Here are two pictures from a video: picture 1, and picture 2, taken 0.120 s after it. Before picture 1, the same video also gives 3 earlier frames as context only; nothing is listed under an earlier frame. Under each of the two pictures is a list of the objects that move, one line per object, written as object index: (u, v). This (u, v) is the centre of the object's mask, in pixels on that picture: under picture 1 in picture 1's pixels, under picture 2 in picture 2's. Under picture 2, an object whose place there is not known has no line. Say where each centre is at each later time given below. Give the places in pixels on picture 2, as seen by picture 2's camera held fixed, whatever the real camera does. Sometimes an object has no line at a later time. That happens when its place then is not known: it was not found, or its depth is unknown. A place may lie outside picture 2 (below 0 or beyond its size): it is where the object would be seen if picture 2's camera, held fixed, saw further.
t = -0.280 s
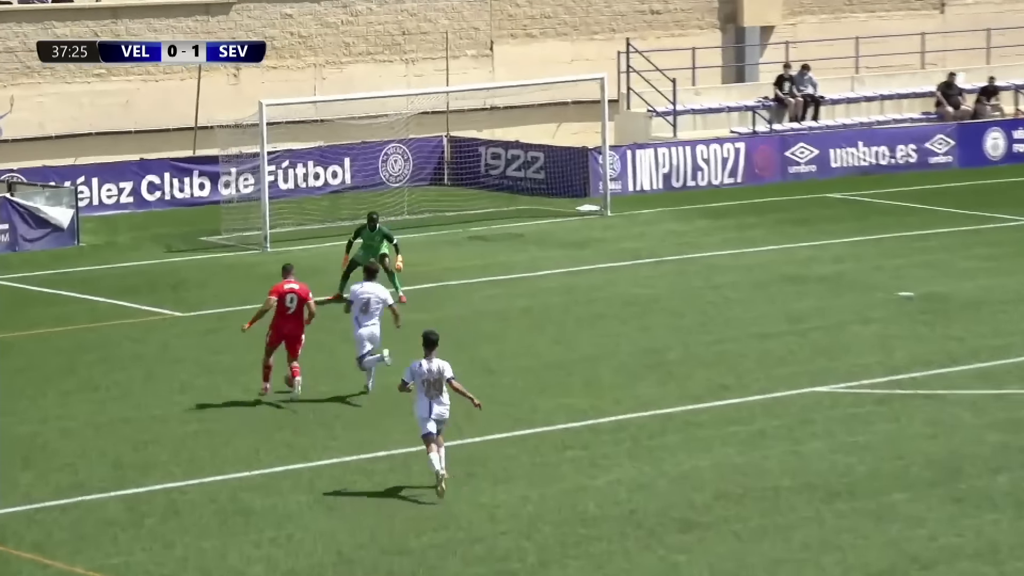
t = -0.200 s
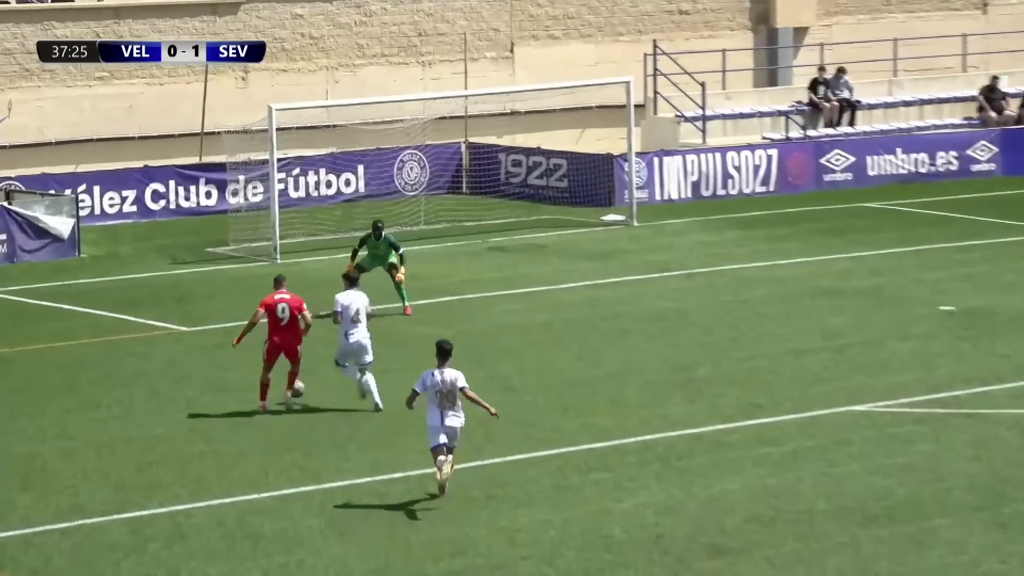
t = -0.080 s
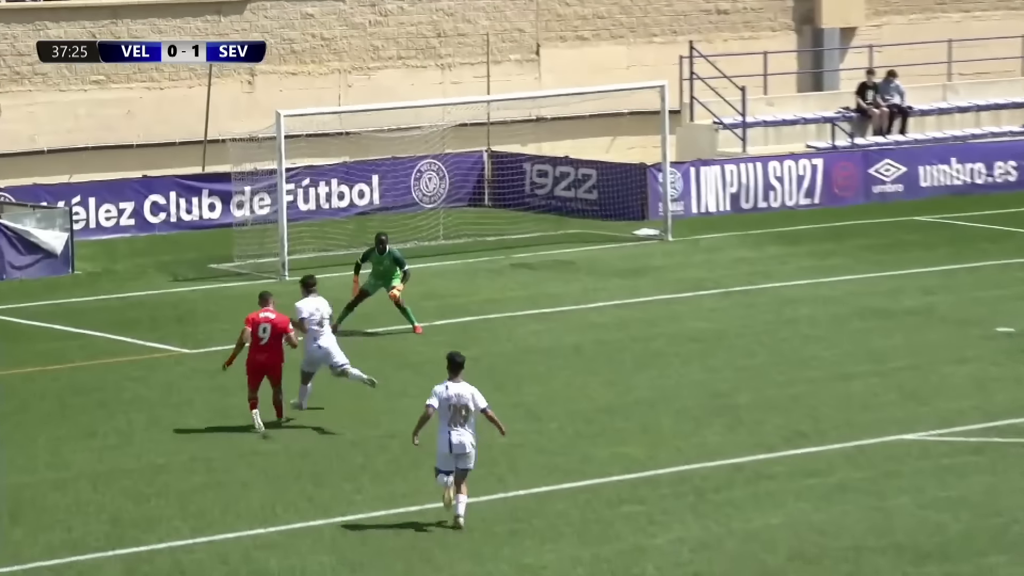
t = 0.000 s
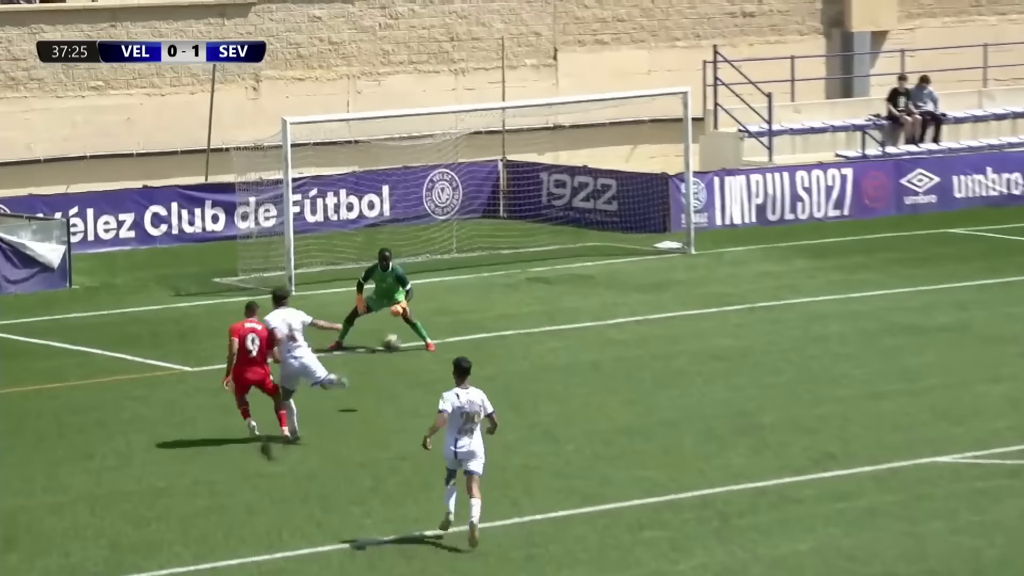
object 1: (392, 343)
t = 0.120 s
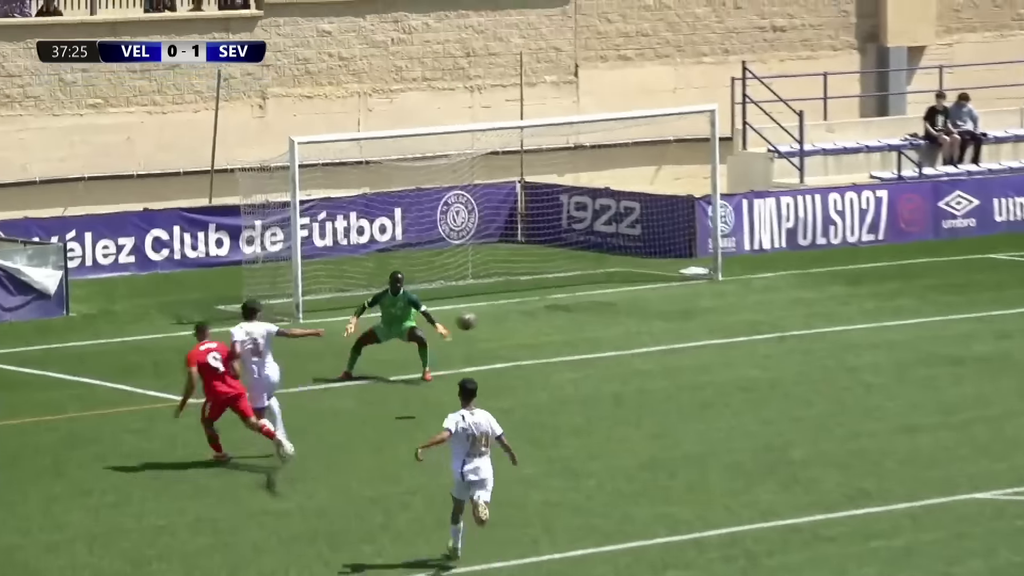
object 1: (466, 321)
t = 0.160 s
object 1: (486, 306)
